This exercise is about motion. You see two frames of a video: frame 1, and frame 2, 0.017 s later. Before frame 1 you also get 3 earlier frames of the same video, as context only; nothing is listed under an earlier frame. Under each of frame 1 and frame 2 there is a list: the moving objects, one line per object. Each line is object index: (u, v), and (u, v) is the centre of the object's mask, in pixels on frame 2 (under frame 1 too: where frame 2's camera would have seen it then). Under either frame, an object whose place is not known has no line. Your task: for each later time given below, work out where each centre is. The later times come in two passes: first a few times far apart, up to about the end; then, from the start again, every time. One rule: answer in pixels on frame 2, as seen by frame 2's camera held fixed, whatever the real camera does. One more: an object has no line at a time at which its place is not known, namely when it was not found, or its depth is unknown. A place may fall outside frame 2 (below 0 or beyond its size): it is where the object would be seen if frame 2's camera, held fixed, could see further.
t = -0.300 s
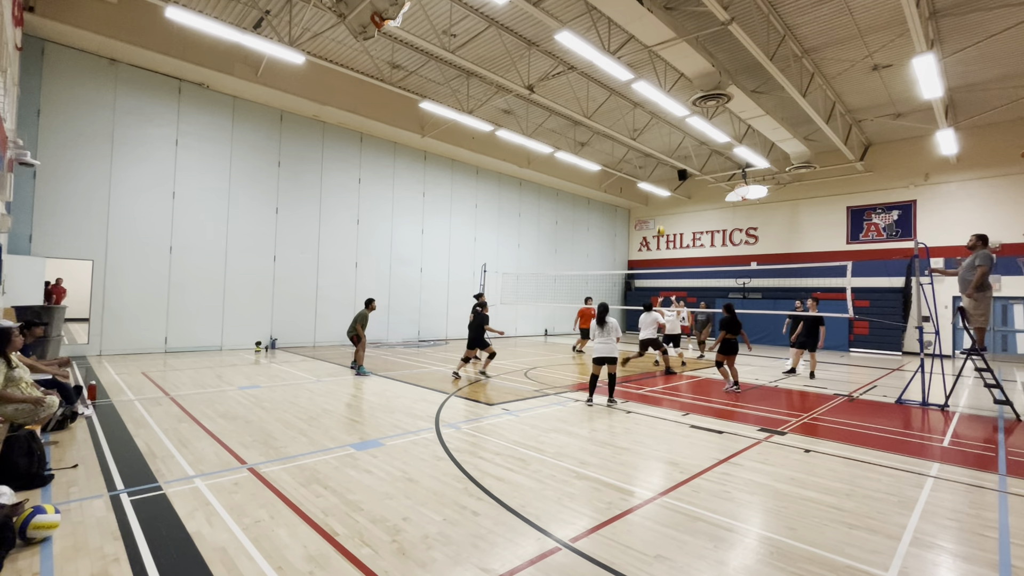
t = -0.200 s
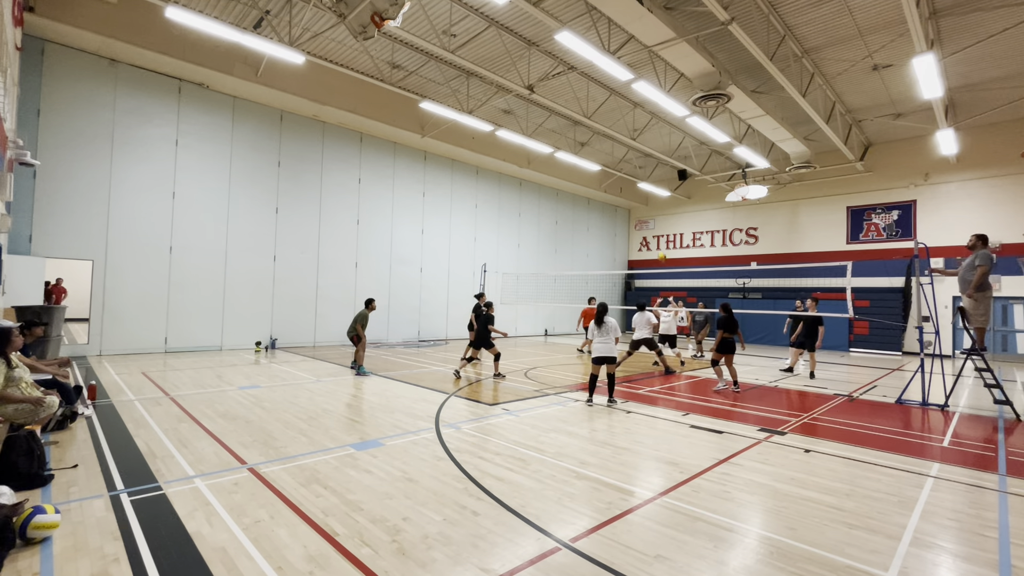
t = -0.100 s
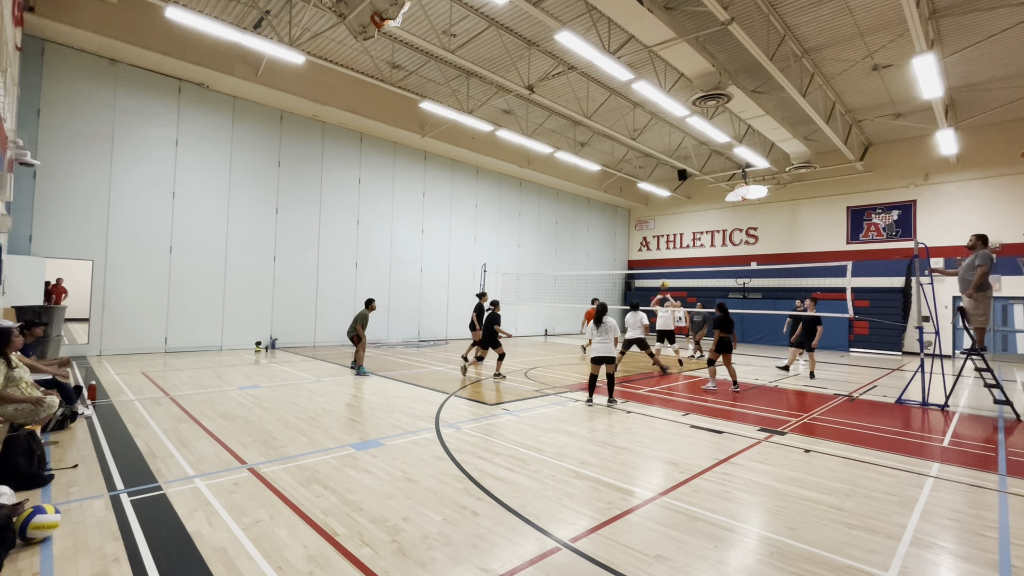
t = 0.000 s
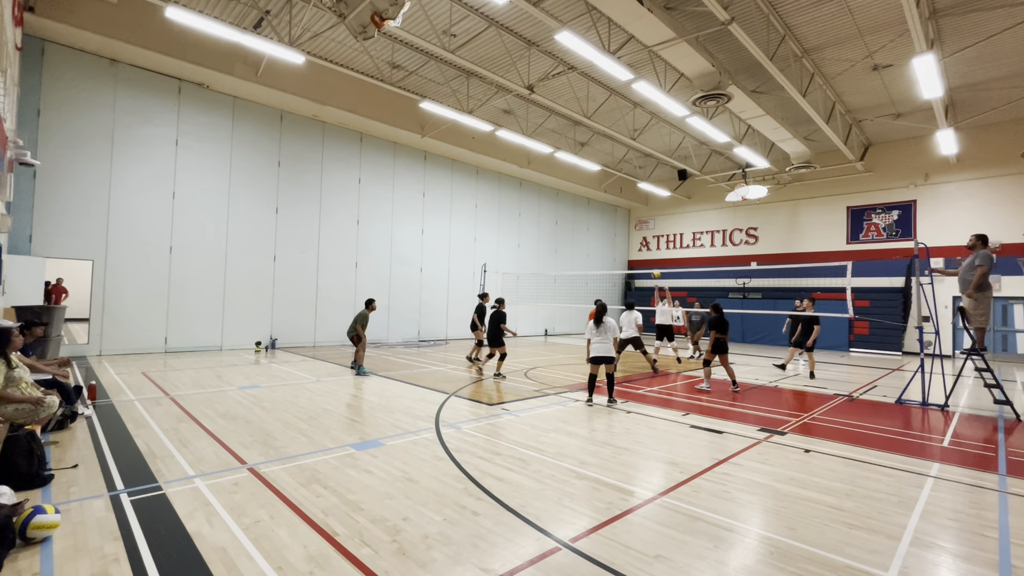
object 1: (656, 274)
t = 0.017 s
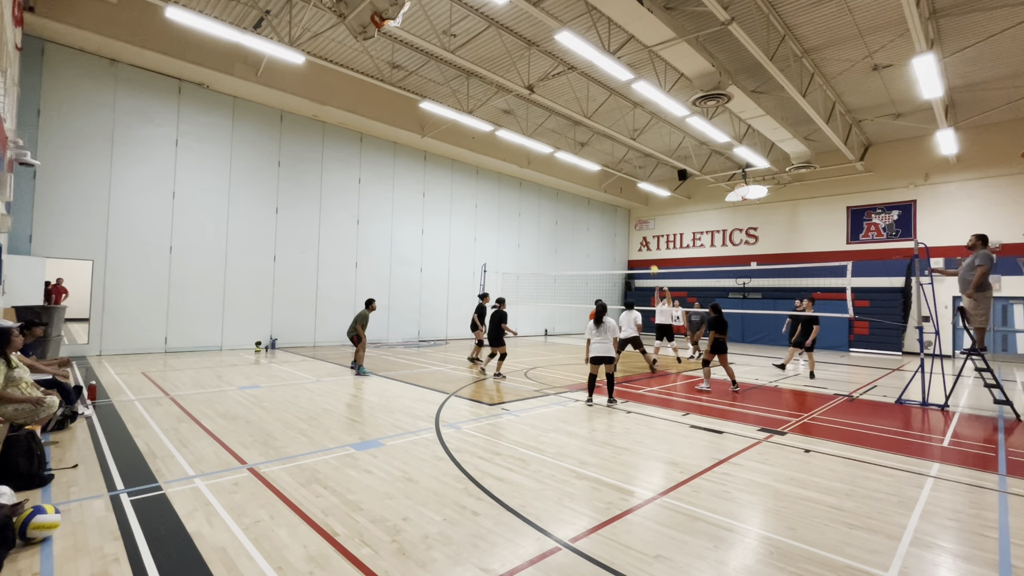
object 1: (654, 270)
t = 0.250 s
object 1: (627, 226)
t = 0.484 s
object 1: (599, 205)
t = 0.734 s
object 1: (566, 207)
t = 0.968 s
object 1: (533, 238)
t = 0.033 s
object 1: (652, 266)
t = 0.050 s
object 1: (650, 263)
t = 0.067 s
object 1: (648, 259)
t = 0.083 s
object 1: (647, 256)
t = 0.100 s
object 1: (645, 252)
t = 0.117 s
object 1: (643, 249)
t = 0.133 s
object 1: (641, 246)
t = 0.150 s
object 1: (639, 243)
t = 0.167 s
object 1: (637, 240)
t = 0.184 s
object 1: (635, 237)
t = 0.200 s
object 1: (633, 234)
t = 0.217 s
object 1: (632, 231)
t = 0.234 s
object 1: (630, 229)
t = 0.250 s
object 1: (627, 226)
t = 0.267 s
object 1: (626, 224)
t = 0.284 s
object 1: (624, 222)
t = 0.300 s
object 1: (622, 220)
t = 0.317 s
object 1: (620, 218)
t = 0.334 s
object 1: (618, 216)
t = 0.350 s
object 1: (616, 214)
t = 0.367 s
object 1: (614, 213)
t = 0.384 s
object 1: (612, 211)
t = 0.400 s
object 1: (610, 210)
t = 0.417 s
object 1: (608, 209)
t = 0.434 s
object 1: (605, 208)
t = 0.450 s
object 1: (603, 207)
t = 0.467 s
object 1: (601, 206)
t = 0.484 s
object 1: (599, 205)
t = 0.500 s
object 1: (597, 204)
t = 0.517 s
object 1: (595, 203)
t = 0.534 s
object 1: (593, 203)
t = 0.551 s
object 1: (591, 202)
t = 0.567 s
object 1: (588, 202)
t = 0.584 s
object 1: (586, 202)
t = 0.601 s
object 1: (584, 202)
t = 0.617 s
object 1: (582, 202)
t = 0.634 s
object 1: (579, 202)
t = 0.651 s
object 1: (577, 203)
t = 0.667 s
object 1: (575, 204)
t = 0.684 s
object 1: (573, 204)
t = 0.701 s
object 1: (570, 205)
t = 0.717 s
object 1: (568, 206)
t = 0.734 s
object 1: (566, 207)
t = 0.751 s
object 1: (564, 209)
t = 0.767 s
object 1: (561, 210)
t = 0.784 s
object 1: (559, 211)
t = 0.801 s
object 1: (557, 213)
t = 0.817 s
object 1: (554, 214)
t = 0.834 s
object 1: (552, 216)
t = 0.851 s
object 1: (550, 218)
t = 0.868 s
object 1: (547, 221)
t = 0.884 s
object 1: (545, 224)
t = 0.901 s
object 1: (542, 226)
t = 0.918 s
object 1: (540, 229)
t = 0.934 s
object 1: (538, 231)
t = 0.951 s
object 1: (535, 234)
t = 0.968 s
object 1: (533, 238)
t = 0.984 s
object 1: (530, 241)
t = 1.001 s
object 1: (528, 244)
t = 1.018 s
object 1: (525, 248)
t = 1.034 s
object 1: (523, 251)
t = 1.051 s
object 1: (520, 255)
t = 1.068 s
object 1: (518, 259)
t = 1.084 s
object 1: (515, 263)
